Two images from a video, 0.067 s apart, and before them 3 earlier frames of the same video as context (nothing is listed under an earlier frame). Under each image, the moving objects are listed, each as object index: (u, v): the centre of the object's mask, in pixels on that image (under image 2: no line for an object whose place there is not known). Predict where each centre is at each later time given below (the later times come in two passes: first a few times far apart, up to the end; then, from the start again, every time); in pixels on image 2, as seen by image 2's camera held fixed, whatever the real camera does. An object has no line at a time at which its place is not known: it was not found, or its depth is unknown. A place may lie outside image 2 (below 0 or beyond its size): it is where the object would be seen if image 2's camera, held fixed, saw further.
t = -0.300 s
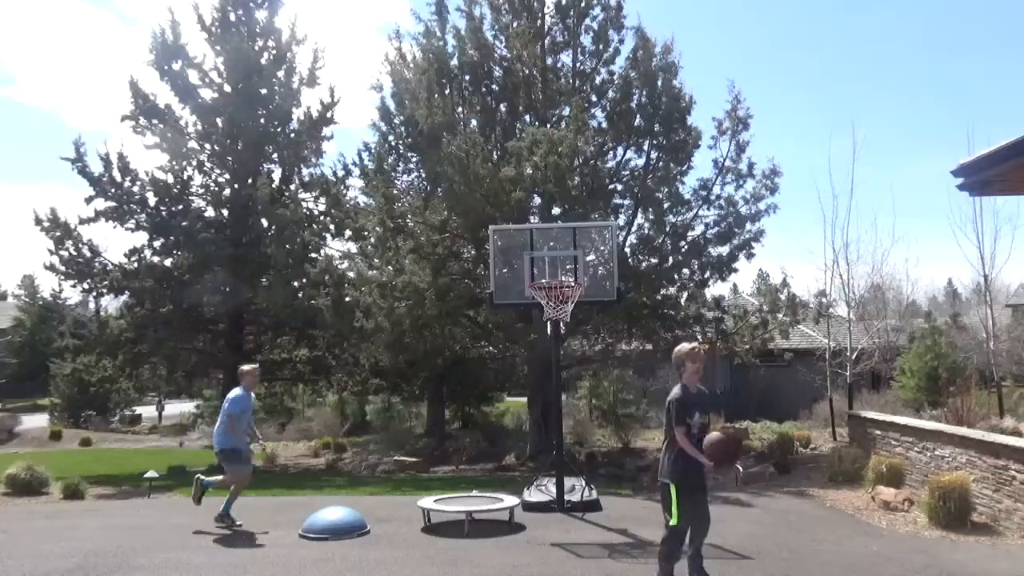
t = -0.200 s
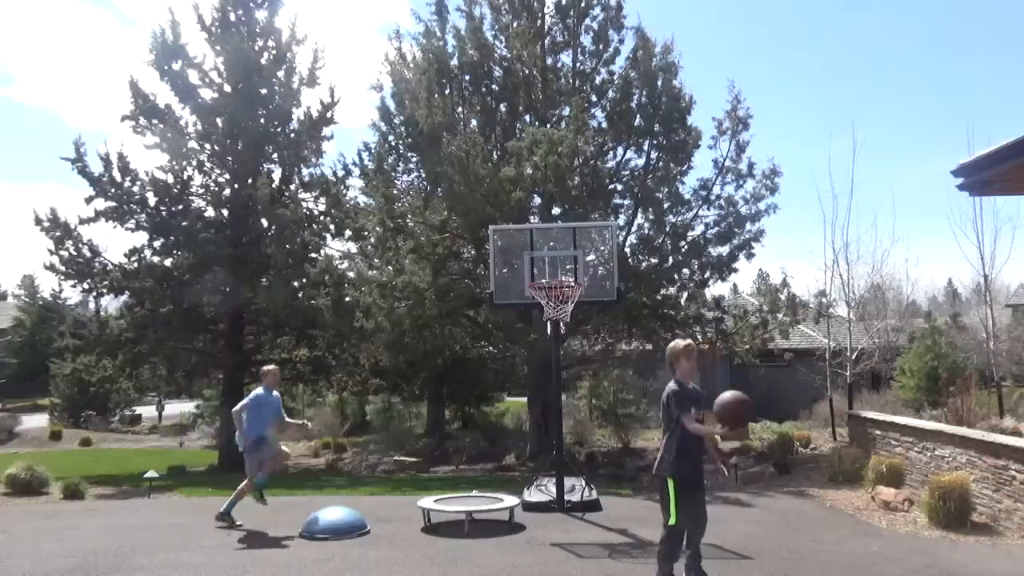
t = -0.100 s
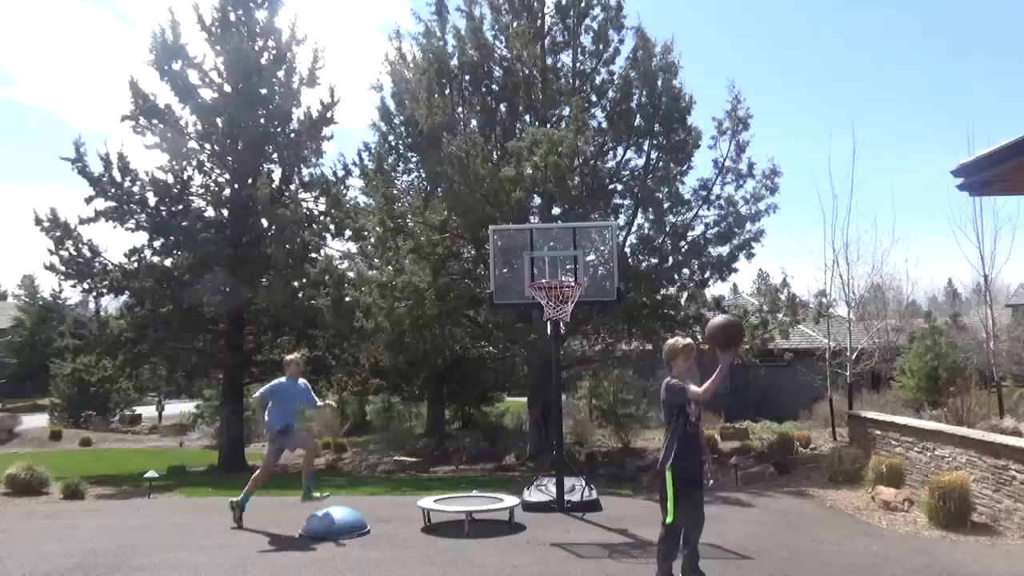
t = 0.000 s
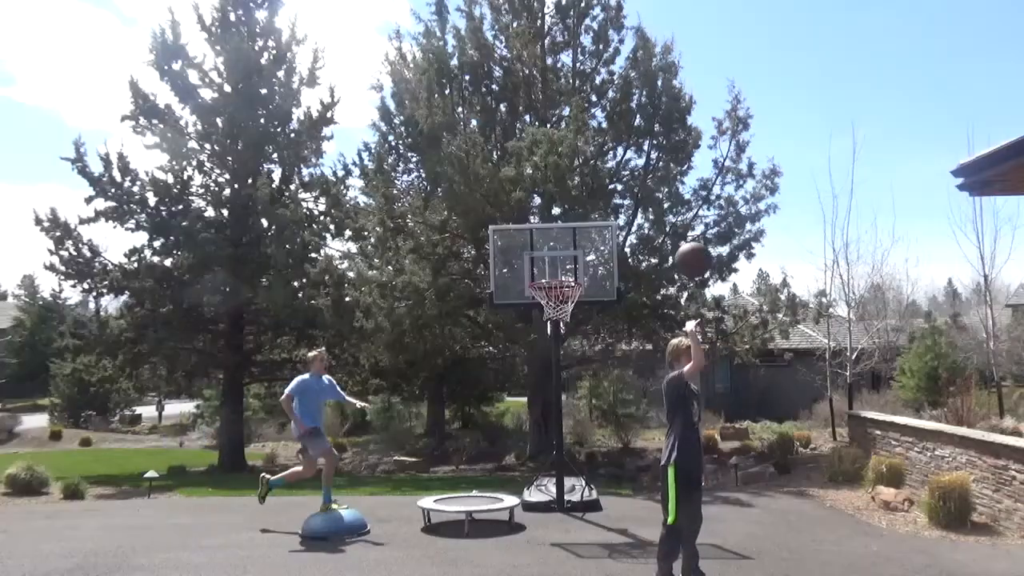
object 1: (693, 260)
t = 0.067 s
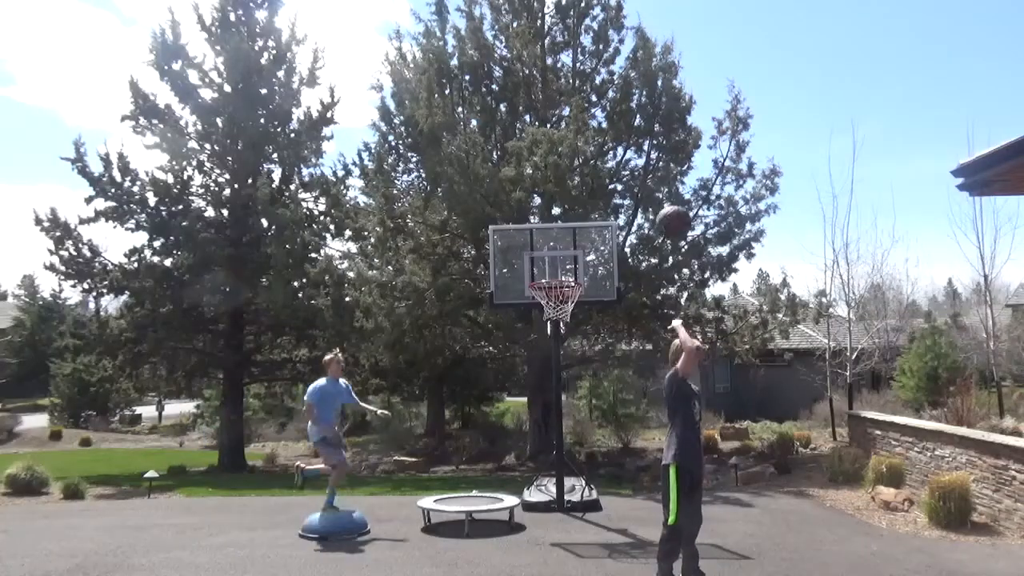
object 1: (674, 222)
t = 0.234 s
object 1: (630, 167)
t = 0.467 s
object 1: (579, 152)
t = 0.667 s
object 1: (544, 190)
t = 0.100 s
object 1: (664, 208)
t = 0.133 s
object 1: (655, 196)
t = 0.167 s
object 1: (645, 185)
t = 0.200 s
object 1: (637, 174)
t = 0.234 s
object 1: (630, 167)
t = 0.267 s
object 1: (621, 160)
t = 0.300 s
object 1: (614, 155)
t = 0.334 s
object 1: (606, 152)
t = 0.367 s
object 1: (599, 150)
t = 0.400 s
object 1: (592, 150)
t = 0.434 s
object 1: (587, 151)
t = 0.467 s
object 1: (579, 152)
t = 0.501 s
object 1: (574, 155)
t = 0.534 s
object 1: (569, 160)
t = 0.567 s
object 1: (561, 166)
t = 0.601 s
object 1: (557, 172)
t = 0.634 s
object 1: (550, 180)
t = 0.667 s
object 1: (544, 190)
